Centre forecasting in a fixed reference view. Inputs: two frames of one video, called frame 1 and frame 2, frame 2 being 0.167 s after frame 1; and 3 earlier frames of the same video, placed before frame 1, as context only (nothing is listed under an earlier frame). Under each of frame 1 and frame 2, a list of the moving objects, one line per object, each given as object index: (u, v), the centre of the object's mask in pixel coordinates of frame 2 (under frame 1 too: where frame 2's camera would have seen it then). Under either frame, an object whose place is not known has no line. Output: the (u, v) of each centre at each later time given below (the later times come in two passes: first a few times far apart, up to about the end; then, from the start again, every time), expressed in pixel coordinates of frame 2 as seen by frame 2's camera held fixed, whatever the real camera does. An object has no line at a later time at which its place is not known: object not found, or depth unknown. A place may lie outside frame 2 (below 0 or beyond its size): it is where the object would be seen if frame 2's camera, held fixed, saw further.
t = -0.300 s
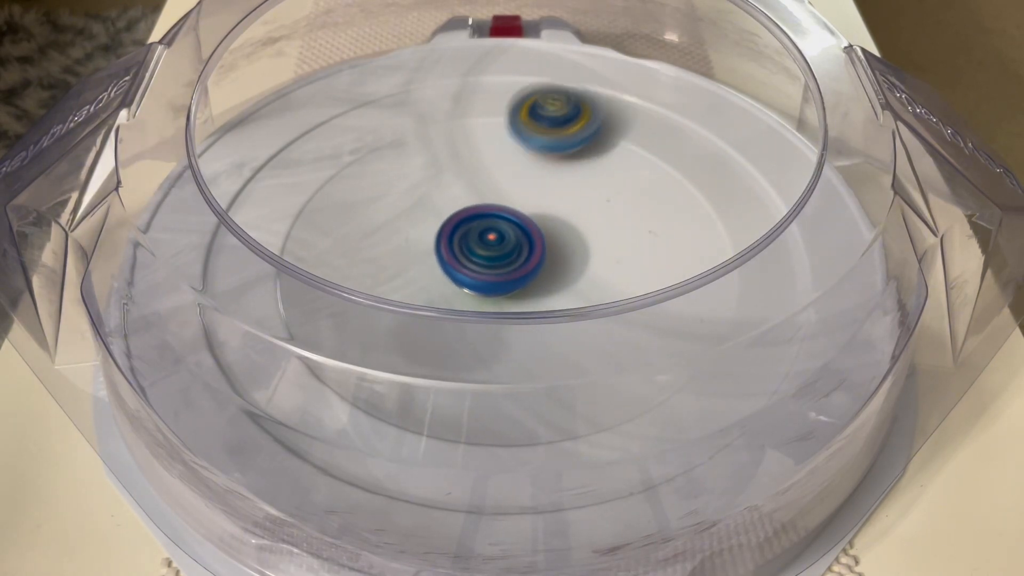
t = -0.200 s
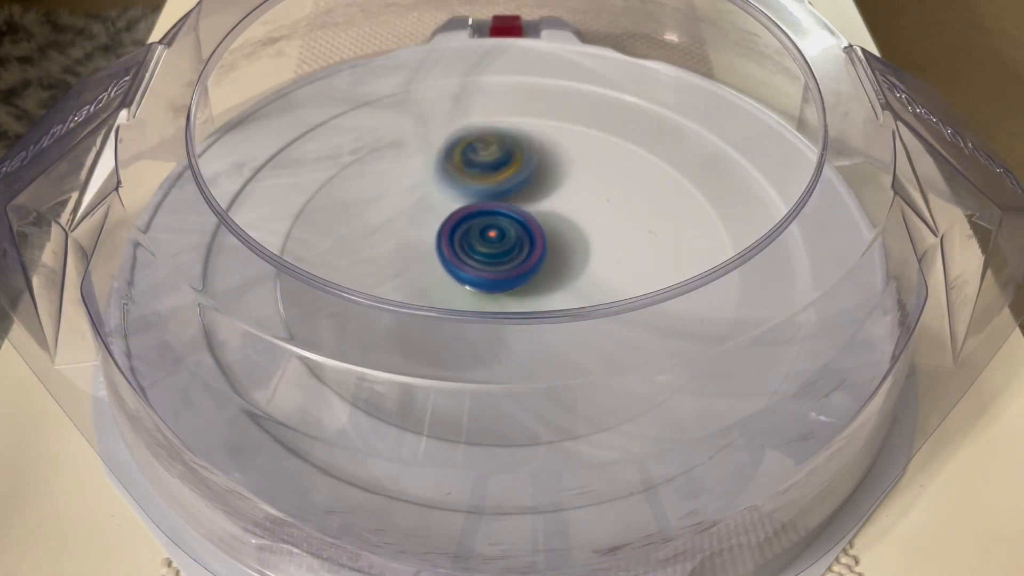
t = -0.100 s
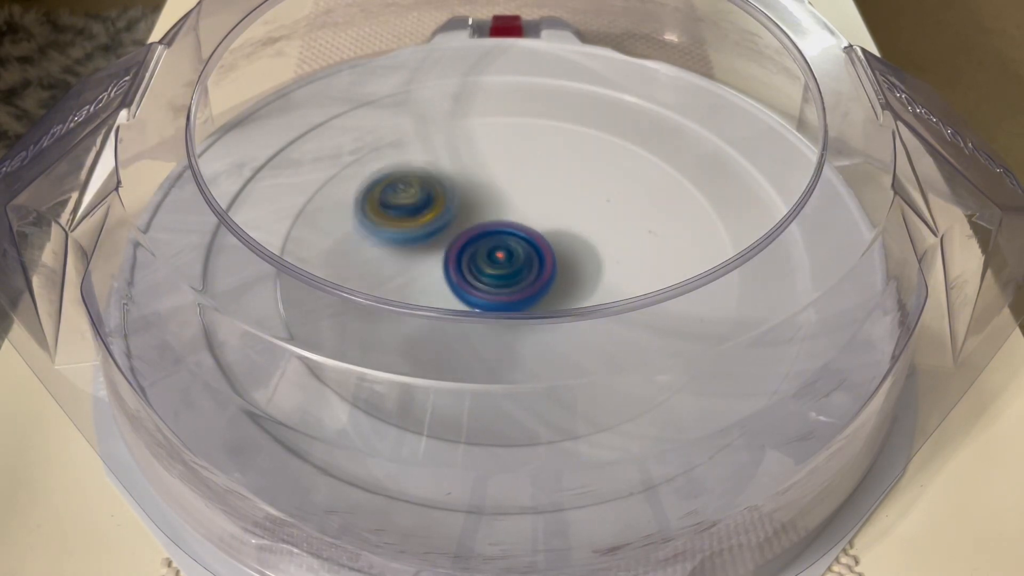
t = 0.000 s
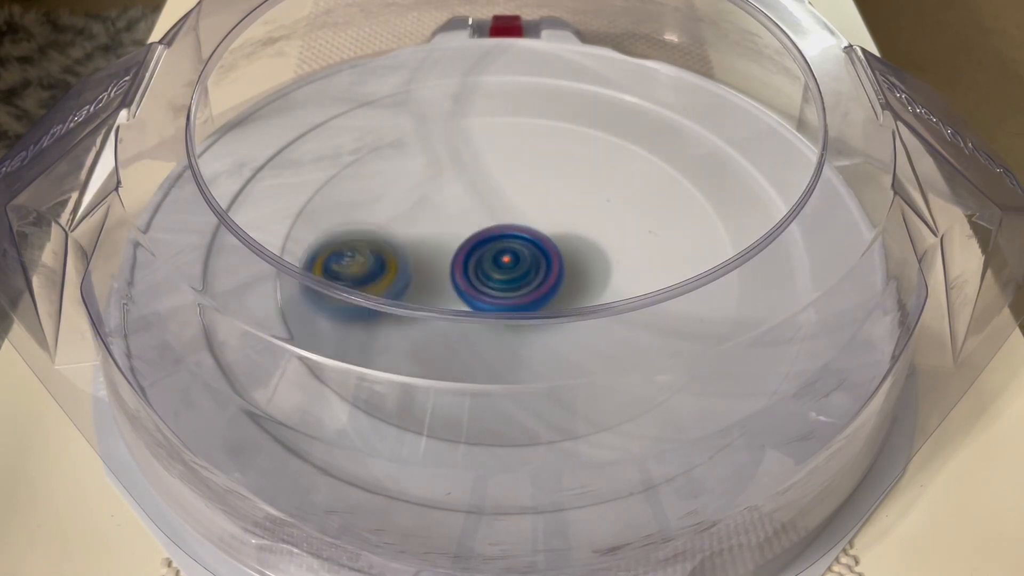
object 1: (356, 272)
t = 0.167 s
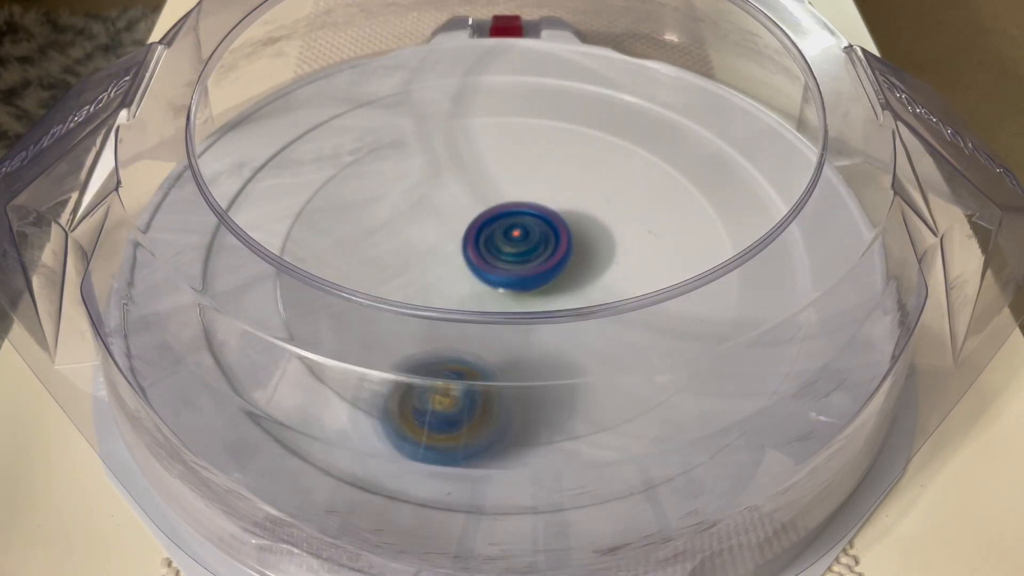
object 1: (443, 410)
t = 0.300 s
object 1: (609, 459)
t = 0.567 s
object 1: (733, 380)
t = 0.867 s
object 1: (727, 337)
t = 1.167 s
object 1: (628, 243)
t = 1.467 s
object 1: (538, 204)
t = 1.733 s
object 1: (518, 213)
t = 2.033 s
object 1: (510, 214)
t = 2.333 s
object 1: (511, 215)
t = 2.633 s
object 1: (515, 221)
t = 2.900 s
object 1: (522, 216)
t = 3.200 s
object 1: (536, 213)
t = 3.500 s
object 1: (548, 219)
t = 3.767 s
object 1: (552, 236)
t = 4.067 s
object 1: (549, 261)
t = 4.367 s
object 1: (530, 281)
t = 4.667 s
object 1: (499, 291)
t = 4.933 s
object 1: (462, 289)
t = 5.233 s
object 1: (426, 279)
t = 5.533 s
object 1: (402, 241)
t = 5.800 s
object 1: (410, 223)
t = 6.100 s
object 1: (440, 221)
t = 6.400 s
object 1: (543, 180)
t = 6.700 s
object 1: (541, 160)
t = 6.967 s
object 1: (533, 198)
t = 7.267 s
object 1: (543, 233)
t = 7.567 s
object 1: (582, 332)
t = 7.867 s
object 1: (567, 310)
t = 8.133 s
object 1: (538, 289)
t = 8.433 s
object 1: (478, 284)
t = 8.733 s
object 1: (341, 243)
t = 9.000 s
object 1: (384, 254)
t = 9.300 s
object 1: (476, 232)
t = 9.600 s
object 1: (541, 225)
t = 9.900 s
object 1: (542, 227)
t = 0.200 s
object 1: (490, 427)
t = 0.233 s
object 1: (531, 442)
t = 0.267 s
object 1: (574, 453)
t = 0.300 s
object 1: (609, 459)
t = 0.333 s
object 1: (637, 458)
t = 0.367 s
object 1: (662, 449)
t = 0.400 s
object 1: (685, 434)
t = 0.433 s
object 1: (703, 419)
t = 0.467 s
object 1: (716, 408)
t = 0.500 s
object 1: (724, 396)
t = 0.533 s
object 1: (729, 386)
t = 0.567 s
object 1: (733, 380)
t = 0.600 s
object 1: (734, 372)
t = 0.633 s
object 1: (734, 368)
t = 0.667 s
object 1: (734, 361)
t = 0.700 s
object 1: (734, 357)
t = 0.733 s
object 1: (735, 352)
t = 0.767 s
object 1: (732, 348)
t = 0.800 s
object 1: (731, 343)
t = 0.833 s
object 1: (729, 340)
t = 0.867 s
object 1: (727, 337)
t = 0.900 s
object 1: (725, 334)
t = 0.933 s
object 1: (722, 331)
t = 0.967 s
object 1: (719, 327)
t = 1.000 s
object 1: (714, 323)
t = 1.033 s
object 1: (697, 307)
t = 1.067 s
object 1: (678, 284)
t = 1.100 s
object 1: (664, 271)
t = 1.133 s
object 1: (644, 256)
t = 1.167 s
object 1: (628, 243)
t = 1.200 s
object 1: (609, 229)
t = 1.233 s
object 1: (602, 216)
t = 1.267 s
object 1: (592, 207)
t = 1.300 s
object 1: (581, 202)
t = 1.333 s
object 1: (571, 200)
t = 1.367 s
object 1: (561, 199)
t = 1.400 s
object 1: (554, 199)
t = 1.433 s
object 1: (545, 202)
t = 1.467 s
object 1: (538, 204)
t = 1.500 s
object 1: (531, 208)
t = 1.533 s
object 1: (524, 209)
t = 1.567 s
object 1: (520, 213)
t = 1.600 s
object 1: (518, 213)
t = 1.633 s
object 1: (519, 211)
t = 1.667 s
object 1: (520, 210)
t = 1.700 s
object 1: (519, 211)
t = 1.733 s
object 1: (518, 213)
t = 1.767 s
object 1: (516, 215)
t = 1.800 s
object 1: (514, 217)
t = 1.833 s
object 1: (512, 217)
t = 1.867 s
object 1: (512, 216)
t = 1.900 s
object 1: (513, 214)
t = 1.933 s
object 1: (514, 212)
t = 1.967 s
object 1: (513, 212)
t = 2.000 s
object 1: (512, 213)
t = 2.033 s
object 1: (510, 214)
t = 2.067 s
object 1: (509, 214)
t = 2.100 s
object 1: (508, 215)
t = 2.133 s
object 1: (508, 213)
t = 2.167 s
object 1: (509, 214)
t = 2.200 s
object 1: (508, 215)
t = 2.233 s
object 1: (508, 215)
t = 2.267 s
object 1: (508, 216)
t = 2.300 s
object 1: (508, 216)
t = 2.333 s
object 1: (511, 215)
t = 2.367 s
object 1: (513, 213)
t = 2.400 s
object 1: (514, 214)
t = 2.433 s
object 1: (514, 214)
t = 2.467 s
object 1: (513, 216)
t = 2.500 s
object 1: (513, 218)
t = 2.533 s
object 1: (513, 220)
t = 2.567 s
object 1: (513, 221)
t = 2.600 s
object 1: (513, 222)
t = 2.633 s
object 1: (515, 221)
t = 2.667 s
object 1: (521, 212)
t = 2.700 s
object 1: (526, 206)
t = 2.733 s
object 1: (527, 204)
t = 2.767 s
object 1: (526, 205)
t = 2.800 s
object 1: (525, 207)
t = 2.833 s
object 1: (523, 211)
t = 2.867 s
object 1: (522, 213)
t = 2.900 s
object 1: (522, 216)
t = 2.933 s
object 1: (522, 219)
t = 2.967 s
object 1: (521, 222)
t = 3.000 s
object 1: (522, 223)
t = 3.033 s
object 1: (528, 219)
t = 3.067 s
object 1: (535, 212)
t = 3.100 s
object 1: (540, 208)
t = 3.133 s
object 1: (540, 209)
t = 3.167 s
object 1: (537, 211)
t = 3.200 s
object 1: (536, 213)
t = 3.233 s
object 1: (535, 215)
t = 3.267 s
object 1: (534, 219)
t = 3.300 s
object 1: (531, 222)
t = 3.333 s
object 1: (531, 225)
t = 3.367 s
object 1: (536, 224)
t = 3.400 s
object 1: (544, 219)
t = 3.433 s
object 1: (549, 216)
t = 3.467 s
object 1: (550, 217)
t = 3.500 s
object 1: (548, 219)
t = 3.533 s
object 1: (546, 221)
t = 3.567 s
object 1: (544, 223)
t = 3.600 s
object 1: (543, 227)
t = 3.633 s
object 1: (548, 227)
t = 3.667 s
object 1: (553, 229)
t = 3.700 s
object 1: (555, 231)
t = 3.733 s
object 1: (555, 232)
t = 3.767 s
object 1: (552, 236)
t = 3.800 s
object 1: (550, 238)
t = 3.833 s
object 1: (549, 242)
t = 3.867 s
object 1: (551, 245)
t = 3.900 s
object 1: (552, 248)
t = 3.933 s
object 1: (550, 250)
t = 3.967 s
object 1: (550, 253)
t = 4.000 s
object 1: (551, 257)
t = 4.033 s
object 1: (551, 260)
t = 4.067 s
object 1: (549, 261)
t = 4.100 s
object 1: (547, 264)
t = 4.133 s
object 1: (546, 268)
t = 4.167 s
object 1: (545, 270)
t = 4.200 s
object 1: (542, 272)
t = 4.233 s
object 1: (539, 275)
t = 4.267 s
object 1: (538, 276)
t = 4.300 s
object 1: (535, 278)
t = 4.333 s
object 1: (533, 280)
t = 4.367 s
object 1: (530, 281)
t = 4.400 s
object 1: (527, 283)
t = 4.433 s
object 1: (523, 284)
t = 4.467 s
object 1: (520, 286)
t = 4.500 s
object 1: (517, 287)
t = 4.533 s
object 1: (514, 288)
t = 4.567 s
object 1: (510, 289)
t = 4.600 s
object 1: (507, 290)
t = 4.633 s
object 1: (503, 291)
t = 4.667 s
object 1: (499, 291)
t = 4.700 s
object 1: (493, 298)
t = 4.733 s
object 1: (489, 298)
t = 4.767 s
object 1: (485, 298)
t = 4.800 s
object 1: (480, 298)
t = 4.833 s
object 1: (475, 290)
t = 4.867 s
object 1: (470, 289)
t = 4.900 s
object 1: (466, 289)
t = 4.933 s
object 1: (462, 289)
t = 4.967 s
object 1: (459, 289)
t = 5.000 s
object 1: (454, 288)
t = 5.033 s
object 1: (450, 287)
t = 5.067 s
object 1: (446, 286)
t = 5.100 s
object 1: (442, 285)
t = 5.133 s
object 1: (438, 283)
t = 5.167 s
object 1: (436, 282)
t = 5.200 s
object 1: (433, 280)
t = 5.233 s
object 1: (426, 279)
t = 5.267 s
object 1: (424, 276)
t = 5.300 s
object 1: (422, 273)
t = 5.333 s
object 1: (421, 271)
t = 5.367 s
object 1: (413, 265)
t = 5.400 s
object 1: (409, 260)
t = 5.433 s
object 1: (405, 255)
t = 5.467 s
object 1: (404, 251)
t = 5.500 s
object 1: (402, 246)
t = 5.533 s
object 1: (402, 241)
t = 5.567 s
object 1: (402, 237)
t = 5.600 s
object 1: (404, 234)
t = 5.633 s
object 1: (405, 231)
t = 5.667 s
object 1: (406, 228)
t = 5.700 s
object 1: (405, 225)
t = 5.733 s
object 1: (405, 224)
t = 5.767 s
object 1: (408, 223)
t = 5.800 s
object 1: (410, 223)
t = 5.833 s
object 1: (411, 222)
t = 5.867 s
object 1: (408, 215)
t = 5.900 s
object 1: (407, 212)
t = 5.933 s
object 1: (409, 212)
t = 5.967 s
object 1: (412, 212)
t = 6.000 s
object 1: (417, 213)
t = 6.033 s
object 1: (423, 214)
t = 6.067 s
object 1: (431, 217)
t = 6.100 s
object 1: (440, 221)
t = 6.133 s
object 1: (448, 225)
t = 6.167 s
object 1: (461, 228)
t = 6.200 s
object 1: (474, 229)
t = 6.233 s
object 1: (486, 228)
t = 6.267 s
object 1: (499, 224)
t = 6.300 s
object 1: (513, 213)
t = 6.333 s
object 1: (528, 205)
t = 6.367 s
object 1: (537, 194)
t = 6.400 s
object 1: (543, 180)
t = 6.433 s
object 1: (549, 170)
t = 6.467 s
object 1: (551, 160)
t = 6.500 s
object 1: (551, 152)
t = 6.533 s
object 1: (550, 147)
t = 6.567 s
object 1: (550, 146)
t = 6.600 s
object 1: (548, 148)
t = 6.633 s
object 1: (546, 150)
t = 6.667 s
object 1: (544, 154)
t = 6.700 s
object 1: (541, 160)
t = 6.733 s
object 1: (539, 167)
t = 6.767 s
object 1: (535, 176)
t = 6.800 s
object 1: (533, 182)
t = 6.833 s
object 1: (532, 184)
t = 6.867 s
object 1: (533, 187)
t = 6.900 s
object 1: (533, 190)
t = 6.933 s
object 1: (534, 194)
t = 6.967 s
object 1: (533, 198)
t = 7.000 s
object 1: (531, 202)
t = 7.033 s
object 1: (531, 206)
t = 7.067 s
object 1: (531, 210)
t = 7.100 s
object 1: (537, 213)
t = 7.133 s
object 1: (545, 214)
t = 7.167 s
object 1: (547, 217)
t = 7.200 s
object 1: (547, 221)
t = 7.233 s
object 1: (545, 227)
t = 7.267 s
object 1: (543, 233)
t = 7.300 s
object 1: (540, 243)
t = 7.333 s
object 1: (538, 255)
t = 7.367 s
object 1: (536, 267)
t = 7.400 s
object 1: (538, 275)
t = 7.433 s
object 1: (543, 283)
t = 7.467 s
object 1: (552, 304)
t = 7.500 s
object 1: (559, 311)
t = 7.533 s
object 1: (572, 322)
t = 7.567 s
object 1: (582, 332)
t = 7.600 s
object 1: (589, 333)
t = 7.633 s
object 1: (592, 336)
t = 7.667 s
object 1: (593, 334)
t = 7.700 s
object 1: (593, 331)
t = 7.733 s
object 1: (589, 330)
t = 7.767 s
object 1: (584, 323)
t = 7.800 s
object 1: (578, 322)
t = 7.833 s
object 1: (570, 309)
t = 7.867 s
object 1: (567, 310)
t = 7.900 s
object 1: (564, 310)
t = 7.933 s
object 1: (560, 309)
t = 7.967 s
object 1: (558, 306)
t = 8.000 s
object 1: (554, 306)
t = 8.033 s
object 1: (551, 303)
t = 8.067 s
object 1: (547, 300)
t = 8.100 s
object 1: (543, 292)
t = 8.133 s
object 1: (538, 289)
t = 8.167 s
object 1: (531, 293)
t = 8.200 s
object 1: (523, 308)
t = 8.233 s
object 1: (517, 311)
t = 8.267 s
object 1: (512, 309)
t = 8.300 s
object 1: (509, 307)
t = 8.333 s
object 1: (505, 303)
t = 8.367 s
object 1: (497, 292)
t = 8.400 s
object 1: (488, 289)
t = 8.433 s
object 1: (478, 284)
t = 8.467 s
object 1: (469, 279)
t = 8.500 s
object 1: (457, 272)
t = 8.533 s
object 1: (434, 268)
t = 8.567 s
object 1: (409, 263)
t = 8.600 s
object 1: (391, 259)
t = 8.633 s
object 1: (374, 254)
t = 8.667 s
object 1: (360, 250)
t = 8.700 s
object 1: (348, 246)
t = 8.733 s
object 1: (341, 243)
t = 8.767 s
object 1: (337, 242)
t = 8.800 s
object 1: (336, 240)
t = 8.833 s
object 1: (338, 240)
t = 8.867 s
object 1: (343, 241)
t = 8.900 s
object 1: (349, 243)
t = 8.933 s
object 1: (359, 246)
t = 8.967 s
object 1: (370, 250)
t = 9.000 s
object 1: (384, 254)
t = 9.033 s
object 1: (400, 256)
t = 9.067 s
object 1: (419, 257)
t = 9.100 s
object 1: (434, 255)
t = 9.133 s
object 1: (442, 251)
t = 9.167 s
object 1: (447, 244)
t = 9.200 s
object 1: (452, 241)
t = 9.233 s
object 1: (460, 238)
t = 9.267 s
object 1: (469, 235)
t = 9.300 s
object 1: (476, 232)
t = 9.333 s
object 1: (484, 229)
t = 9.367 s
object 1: (493, 227)
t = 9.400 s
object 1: (502, 225)
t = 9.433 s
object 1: (511, 224)
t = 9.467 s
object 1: (519, 223)
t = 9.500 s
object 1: (525, 222)
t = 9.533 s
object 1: (530, 222)
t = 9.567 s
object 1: (535, 223)
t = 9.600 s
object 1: (541, 225)
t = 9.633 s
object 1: (544, 227)
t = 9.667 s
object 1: (546, 229)
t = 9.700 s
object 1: (547, 233)
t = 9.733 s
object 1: (548, 235)
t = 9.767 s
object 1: (549, 236)
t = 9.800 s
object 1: (547, 232)
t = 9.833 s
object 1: (543, 229)
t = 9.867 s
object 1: (542, 228)
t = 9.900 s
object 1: (542, 227)
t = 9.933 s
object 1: (539, 227)
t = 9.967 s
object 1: (536, 228)
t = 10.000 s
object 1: (535, 230)
